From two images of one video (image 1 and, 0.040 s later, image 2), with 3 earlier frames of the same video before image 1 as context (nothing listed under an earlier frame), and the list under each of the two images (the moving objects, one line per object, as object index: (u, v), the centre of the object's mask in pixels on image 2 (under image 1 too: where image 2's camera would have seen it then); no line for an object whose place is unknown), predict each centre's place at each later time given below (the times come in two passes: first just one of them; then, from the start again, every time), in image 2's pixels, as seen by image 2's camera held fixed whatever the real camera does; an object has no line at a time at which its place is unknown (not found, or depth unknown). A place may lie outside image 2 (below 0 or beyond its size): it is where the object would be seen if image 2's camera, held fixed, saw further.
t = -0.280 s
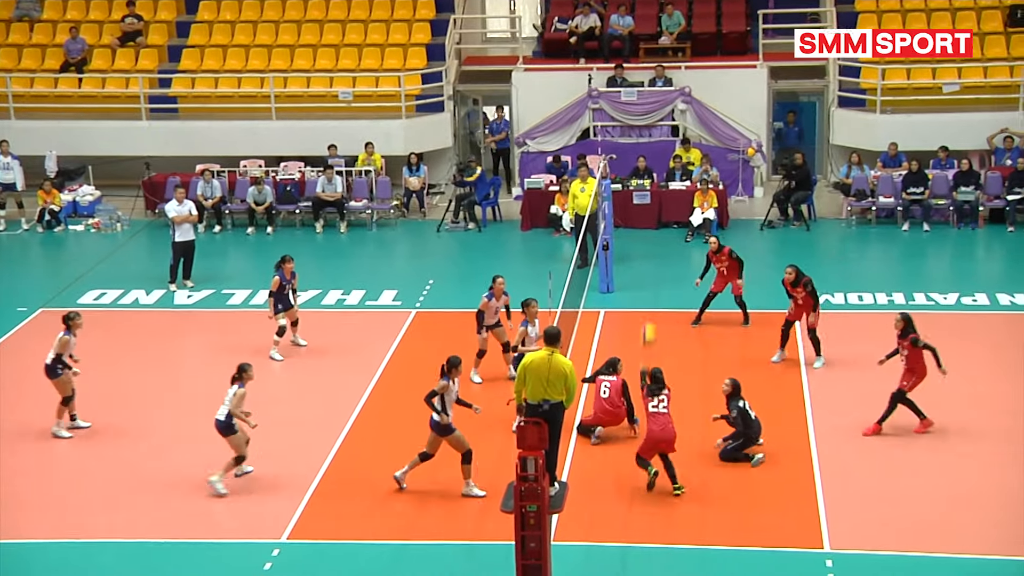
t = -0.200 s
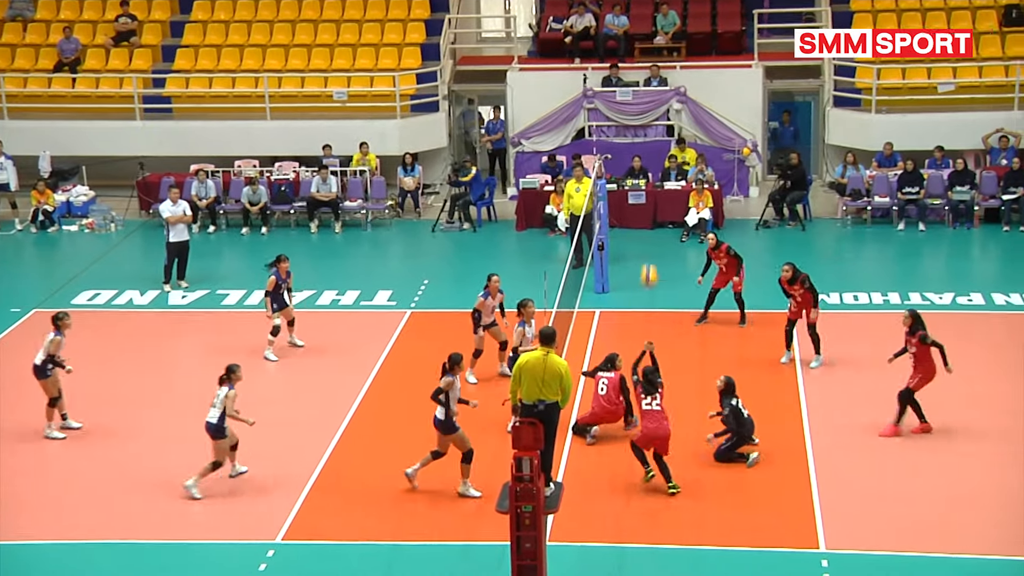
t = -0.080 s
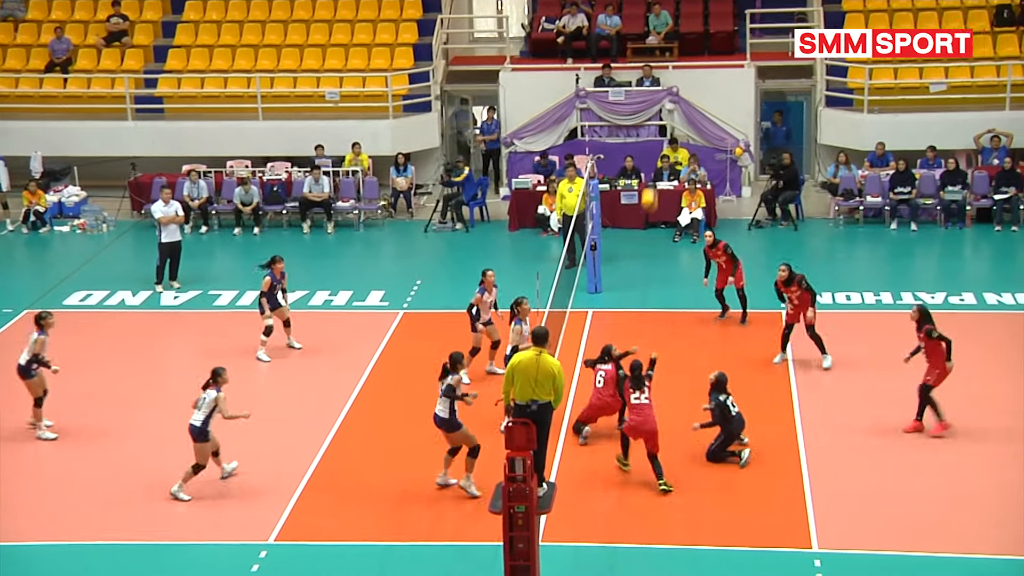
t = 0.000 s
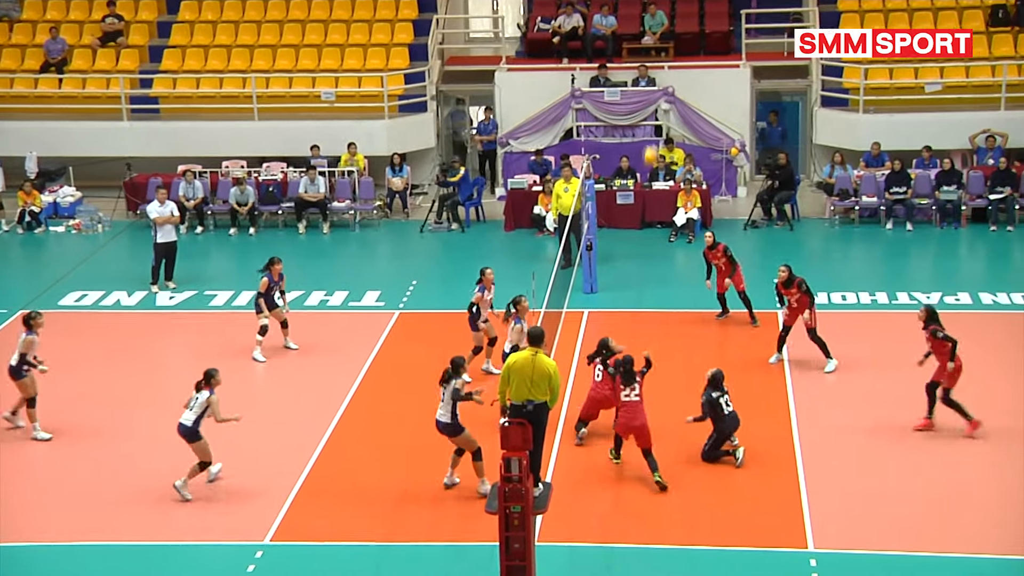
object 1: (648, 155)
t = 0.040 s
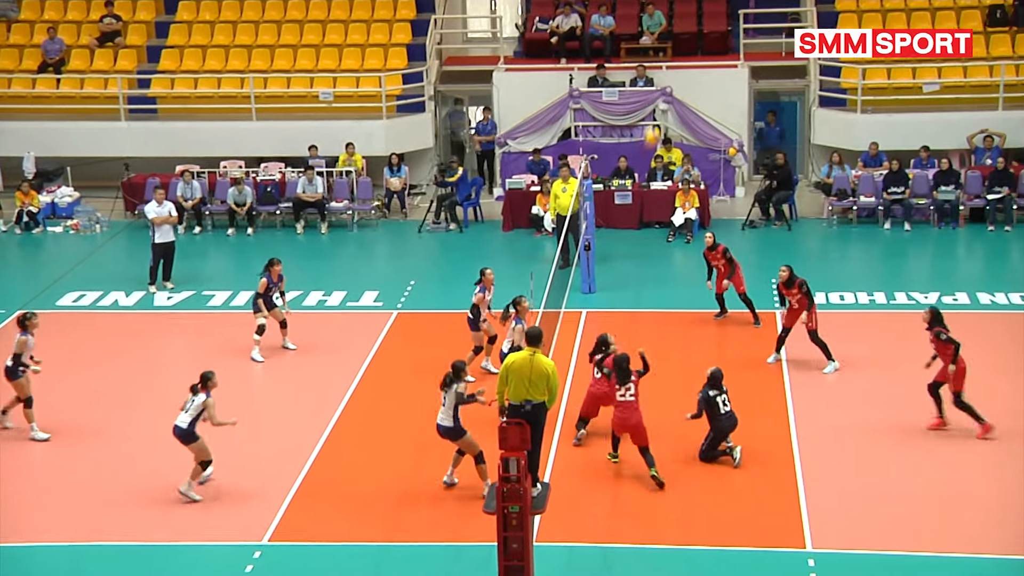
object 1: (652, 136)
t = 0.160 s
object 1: (660, 87)
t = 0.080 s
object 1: (654, 118)
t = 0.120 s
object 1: (657, 101)
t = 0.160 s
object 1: (660, 87)
